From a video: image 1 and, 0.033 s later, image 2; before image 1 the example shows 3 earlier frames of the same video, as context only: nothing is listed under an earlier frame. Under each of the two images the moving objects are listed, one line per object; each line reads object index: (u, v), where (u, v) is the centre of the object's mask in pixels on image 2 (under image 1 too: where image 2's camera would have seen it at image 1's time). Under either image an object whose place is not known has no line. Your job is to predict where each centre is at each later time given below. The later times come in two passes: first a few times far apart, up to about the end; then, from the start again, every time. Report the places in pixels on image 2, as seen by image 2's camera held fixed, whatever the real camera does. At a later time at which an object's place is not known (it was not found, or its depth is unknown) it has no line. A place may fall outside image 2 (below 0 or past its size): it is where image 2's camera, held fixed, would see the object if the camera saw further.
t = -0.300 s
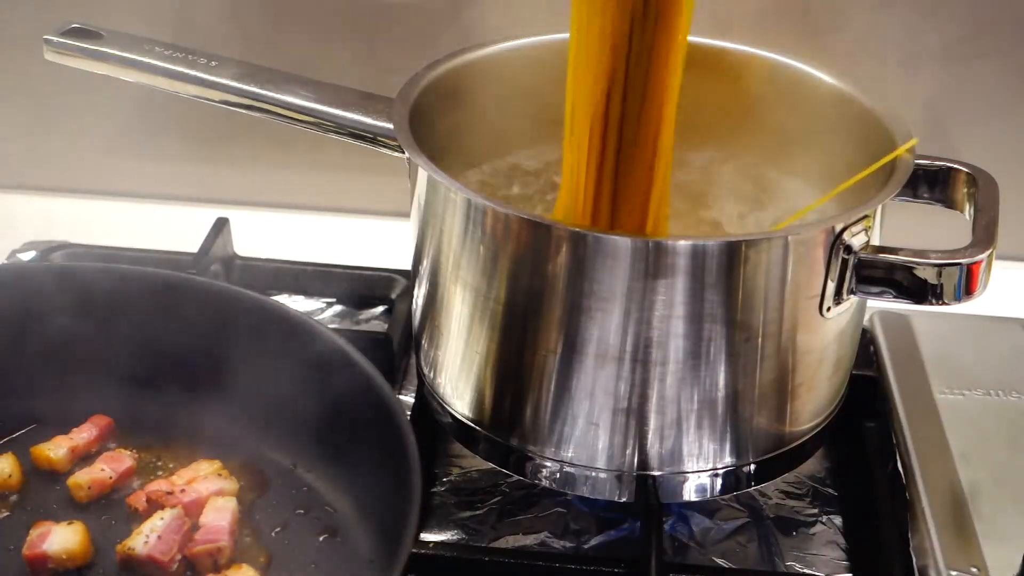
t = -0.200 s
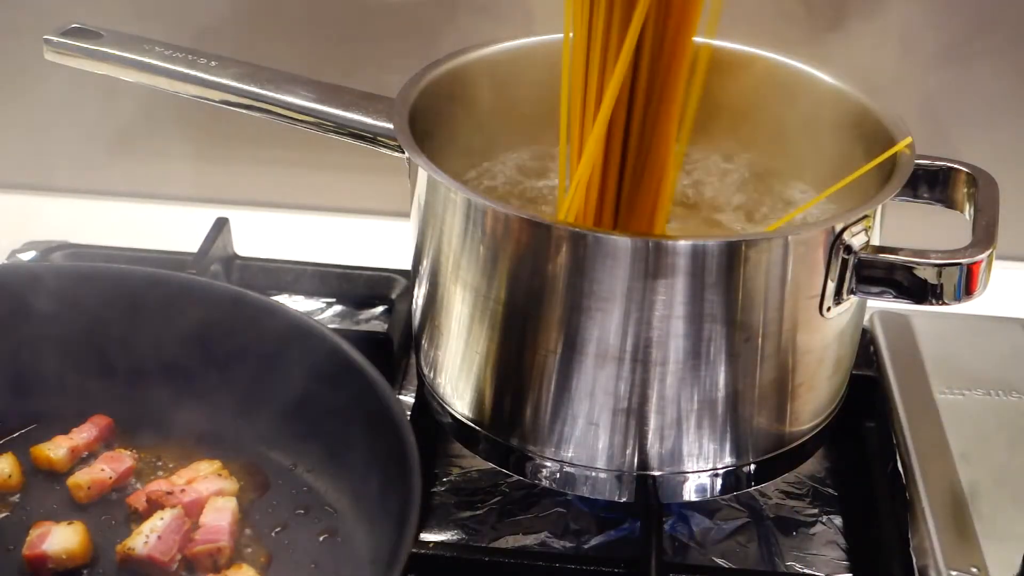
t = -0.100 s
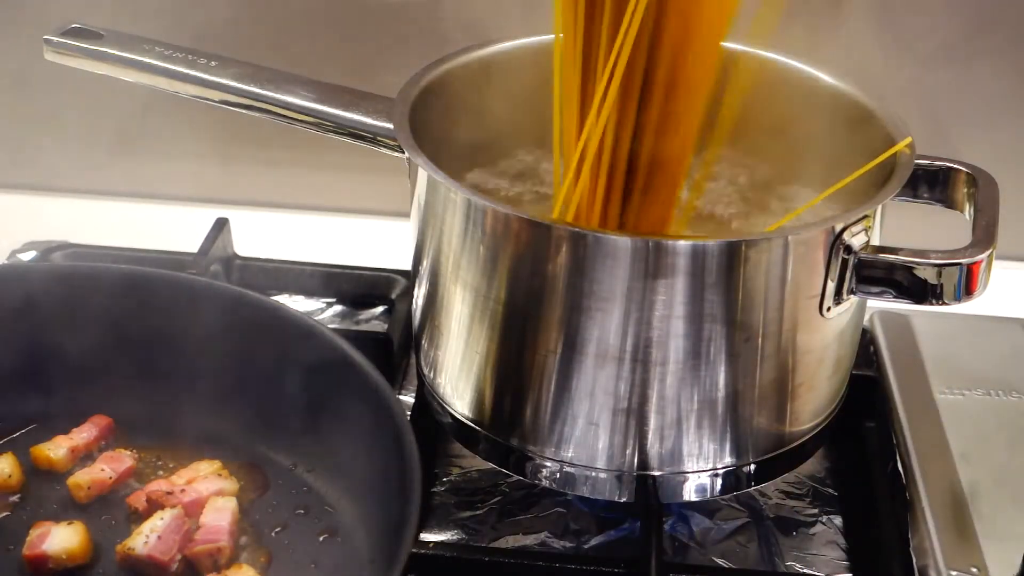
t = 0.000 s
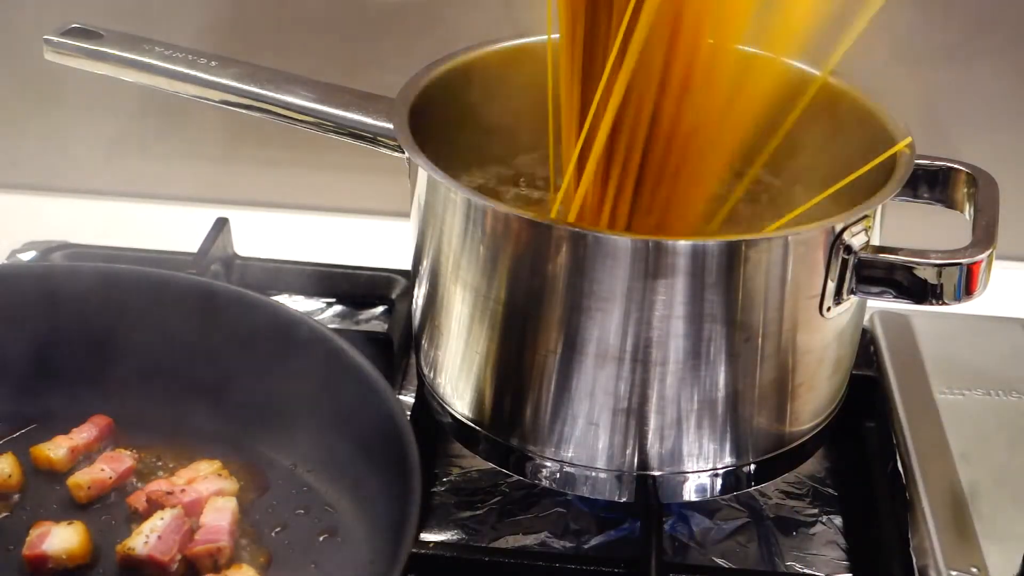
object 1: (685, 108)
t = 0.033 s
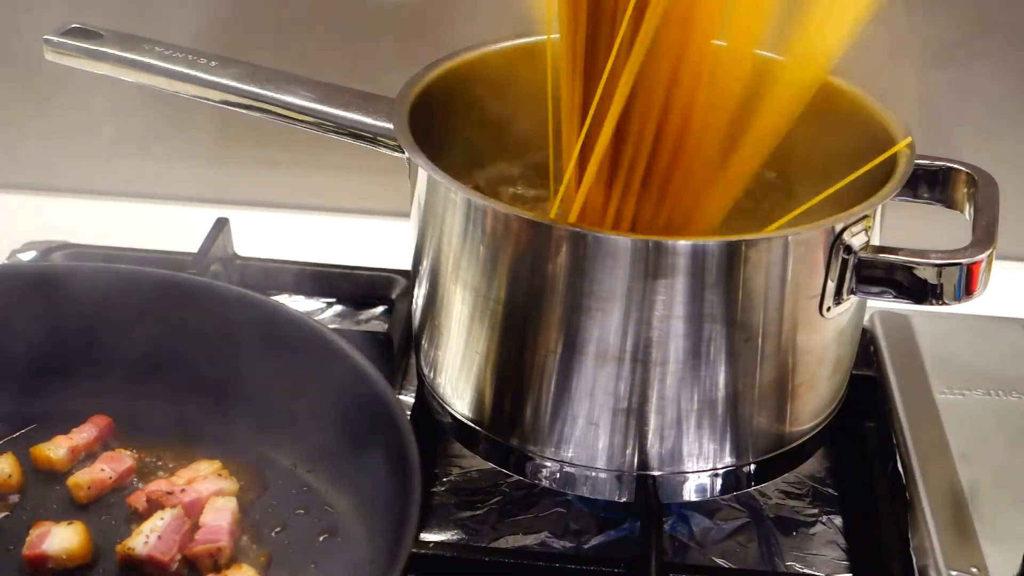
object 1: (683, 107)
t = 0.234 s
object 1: (677, 94)
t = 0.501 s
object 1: (647, 105)
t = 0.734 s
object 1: (648, 109)
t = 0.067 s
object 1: (687, 100)
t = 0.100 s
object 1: (687, 100)
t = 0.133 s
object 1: (685, 99)
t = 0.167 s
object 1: (679, 97)
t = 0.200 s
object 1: (679, 95)
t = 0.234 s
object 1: (677, 94)
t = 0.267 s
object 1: (673, 96)
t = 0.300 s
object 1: (662, 96)
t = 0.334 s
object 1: (661, 97)
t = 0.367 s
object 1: (660, 98)
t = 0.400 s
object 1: (657, 102)
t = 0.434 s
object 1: (656, 103)
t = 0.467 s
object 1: (655, 104)
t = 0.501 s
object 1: (647, 105)
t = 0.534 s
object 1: (640, 105)
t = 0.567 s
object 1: (644, 107)
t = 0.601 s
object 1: (639, 106)
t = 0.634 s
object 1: (639, 107)
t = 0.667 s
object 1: (644, 108)
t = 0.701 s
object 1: (644, 109)
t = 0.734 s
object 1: (648, 109)
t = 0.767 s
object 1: (649, 110)
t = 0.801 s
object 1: (645, 109)
